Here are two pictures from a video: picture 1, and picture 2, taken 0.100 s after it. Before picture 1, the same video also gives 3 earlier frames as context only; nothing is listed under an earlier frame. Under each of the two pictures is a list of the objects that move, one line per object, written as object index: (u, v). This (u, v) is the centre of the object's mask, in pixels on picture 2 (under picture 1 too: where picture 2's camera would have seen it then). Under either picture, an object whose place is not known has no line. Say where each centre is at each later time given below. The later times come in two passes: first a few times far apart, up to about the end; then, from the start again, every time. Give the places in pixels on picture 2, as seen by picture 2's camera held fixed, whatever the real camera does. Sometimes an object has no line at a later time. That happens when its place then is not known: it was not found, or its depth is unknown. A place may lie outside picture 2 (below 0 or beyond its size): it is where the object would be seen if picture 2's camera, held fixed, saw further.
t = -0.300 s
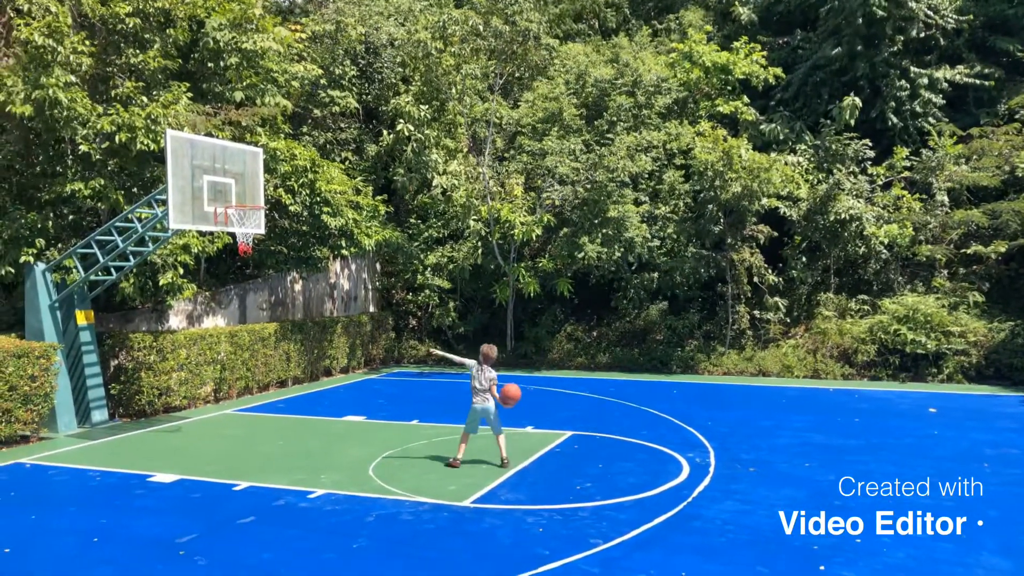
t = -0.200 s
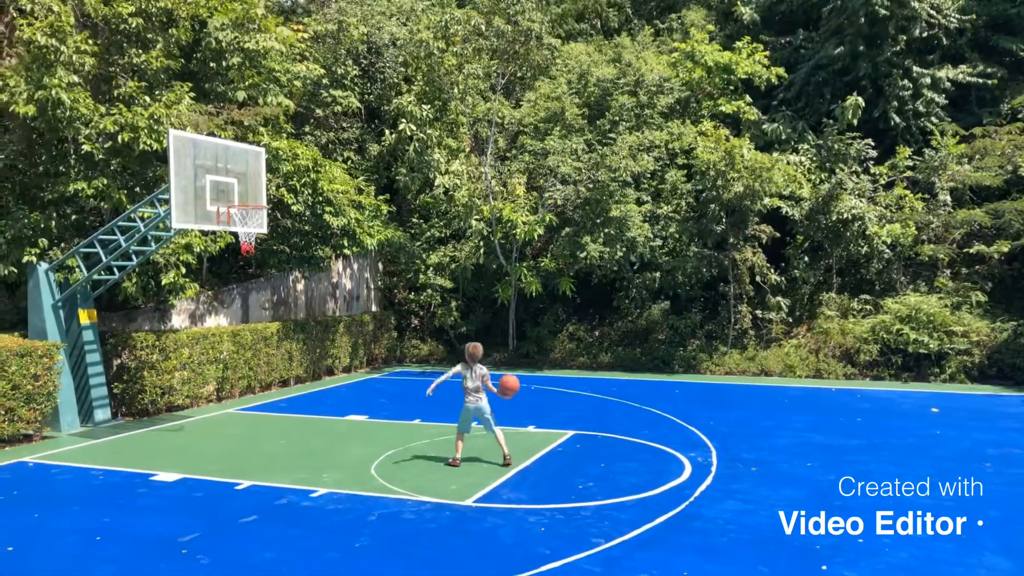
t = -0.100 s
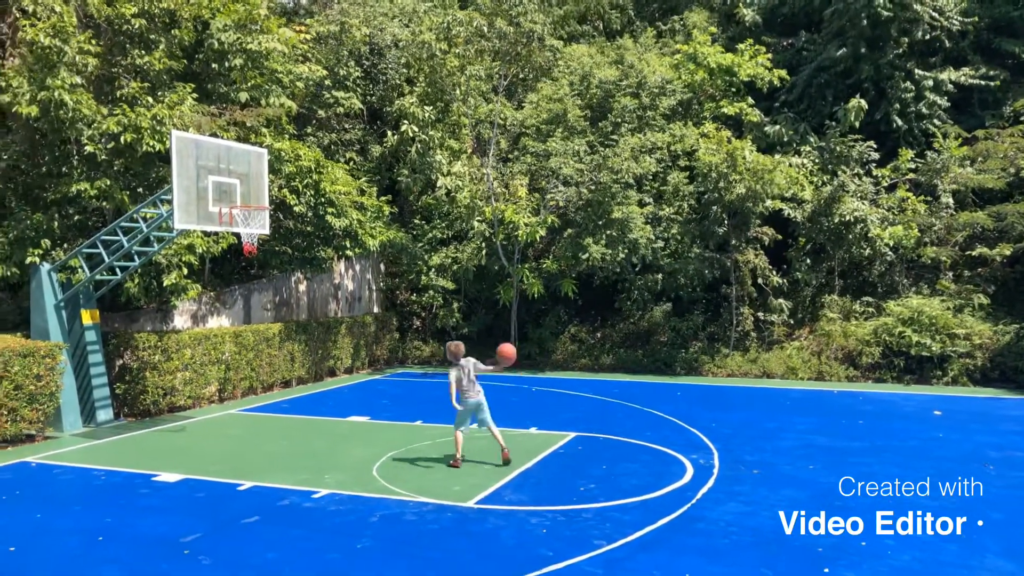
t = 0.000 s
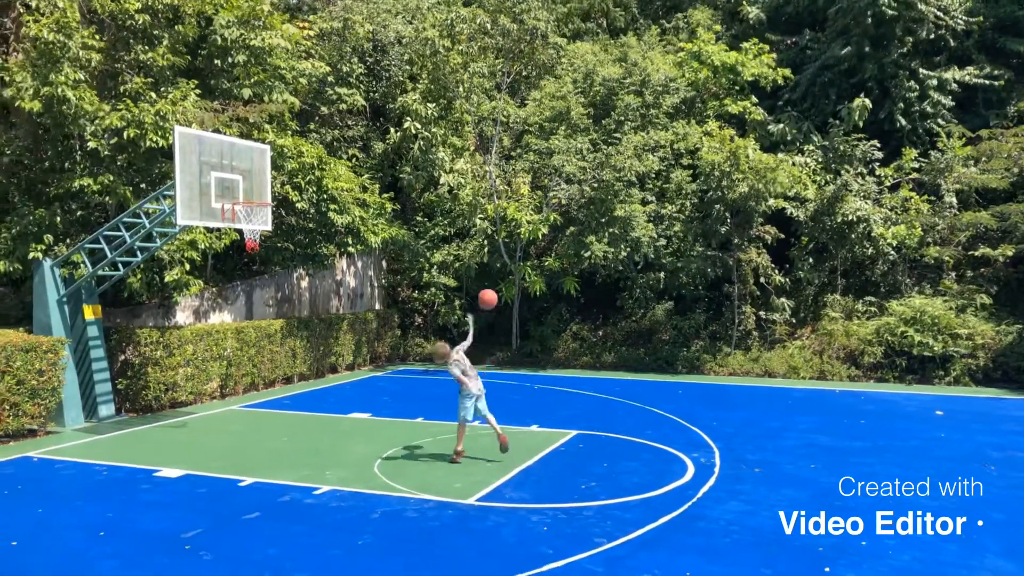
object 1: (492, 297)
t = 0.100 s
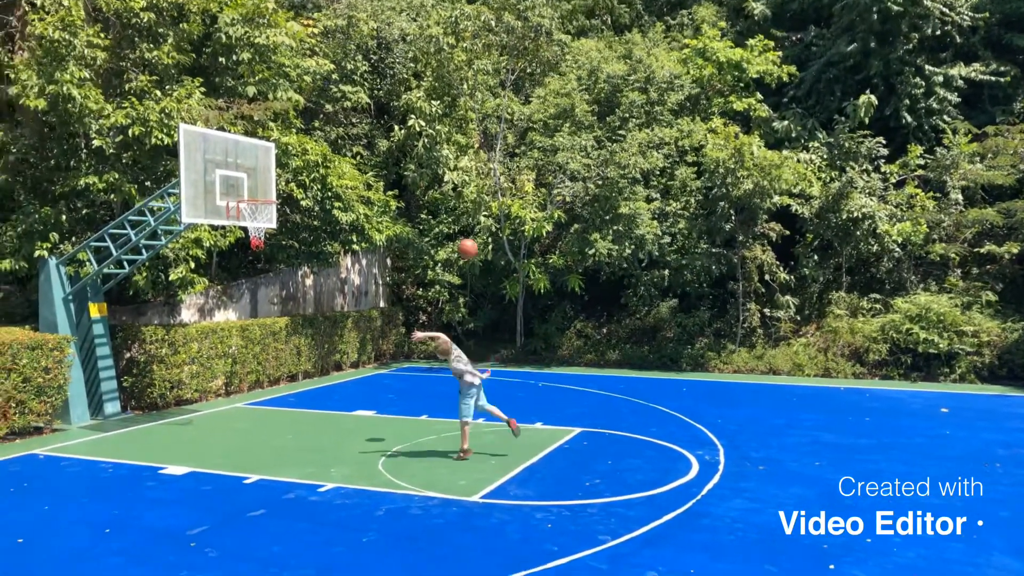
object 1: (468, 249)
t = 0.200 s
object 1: (444, 210)
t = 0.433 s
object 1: (393, 153)
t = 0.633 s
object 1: (353, 139)
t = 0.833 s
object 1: (315, 156)
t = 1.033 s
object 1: (283, 198)
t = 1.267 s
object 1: (325, 218)
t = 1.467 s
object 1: (356, 262)
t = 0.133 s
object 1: (460, 234)
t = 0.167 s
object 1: (452, 223)
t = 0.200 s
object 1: (444, 210)
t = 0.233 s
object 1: (436, 200)
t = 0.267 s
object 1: (429, 188)
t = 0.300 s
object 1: (422, 180)
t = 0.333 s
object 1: (414, 172)
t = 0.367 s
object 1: (407, 165)
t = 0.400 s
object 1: (400, 158)
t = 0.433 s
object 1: (393, 153)
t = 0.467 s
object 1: (386, 149)
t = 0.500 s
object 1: (379, 145)
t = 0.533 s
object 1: (372, 143)
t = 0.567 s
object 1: (367, 141)
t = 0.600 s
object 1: (359, 140)
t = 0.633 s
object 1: (353, 139)
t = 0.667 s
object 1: (346, 140)
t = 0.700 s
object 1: (339, 142)
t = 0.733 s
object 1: (333, 144)
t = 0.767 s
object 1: (327, 147)
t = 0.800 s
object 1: (321, 151)
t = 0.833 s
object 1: (315, 156)
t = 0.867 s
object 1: (308, 161)
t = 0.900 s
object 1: (303, 167)
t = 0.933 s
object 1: (298, 174)
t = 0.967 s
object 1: (292, 182)
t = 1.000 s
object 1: (286, 190)
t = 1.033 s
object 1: (283, 198)
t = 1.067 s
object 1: (289, 198)
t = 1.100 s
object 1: (294, 200)
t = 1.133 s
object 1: (300, 201)
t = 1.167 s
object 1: (307, 205)
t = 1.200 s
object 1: (313, 209)
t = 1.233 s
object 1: (319, 212)
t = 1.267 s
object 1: (325, 218)
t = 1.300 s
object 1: (330, 225)
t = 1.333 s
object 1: (335, 230)
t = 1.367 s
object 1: (341, 237)
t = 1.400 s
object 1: (346, 245)
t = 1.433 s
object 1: (352, 254)
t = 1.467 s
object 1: (356, 262)
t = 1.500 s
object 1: (361, 271)
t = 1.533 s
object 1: (368, 281)
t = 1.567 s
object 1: (372, 292)
